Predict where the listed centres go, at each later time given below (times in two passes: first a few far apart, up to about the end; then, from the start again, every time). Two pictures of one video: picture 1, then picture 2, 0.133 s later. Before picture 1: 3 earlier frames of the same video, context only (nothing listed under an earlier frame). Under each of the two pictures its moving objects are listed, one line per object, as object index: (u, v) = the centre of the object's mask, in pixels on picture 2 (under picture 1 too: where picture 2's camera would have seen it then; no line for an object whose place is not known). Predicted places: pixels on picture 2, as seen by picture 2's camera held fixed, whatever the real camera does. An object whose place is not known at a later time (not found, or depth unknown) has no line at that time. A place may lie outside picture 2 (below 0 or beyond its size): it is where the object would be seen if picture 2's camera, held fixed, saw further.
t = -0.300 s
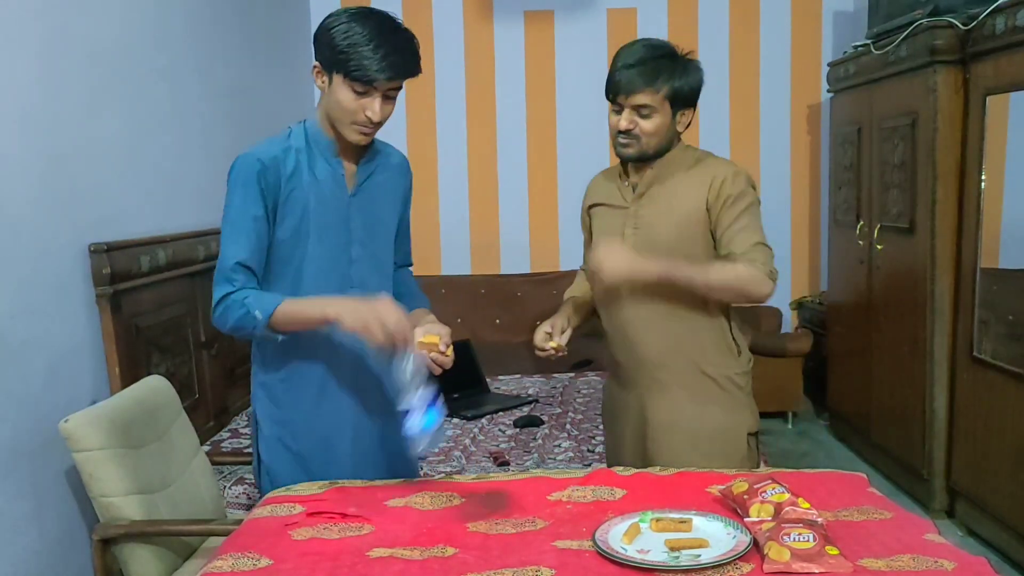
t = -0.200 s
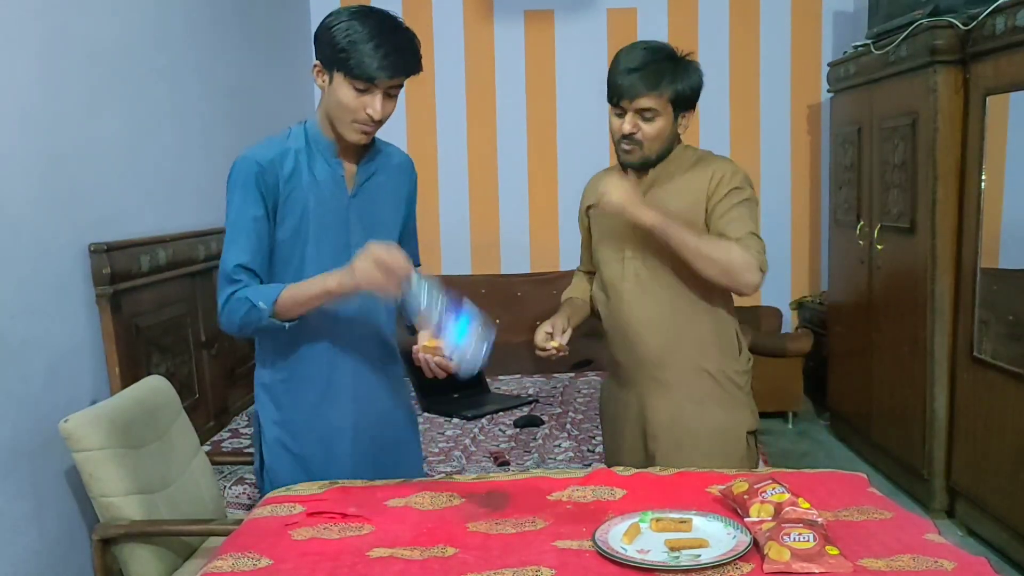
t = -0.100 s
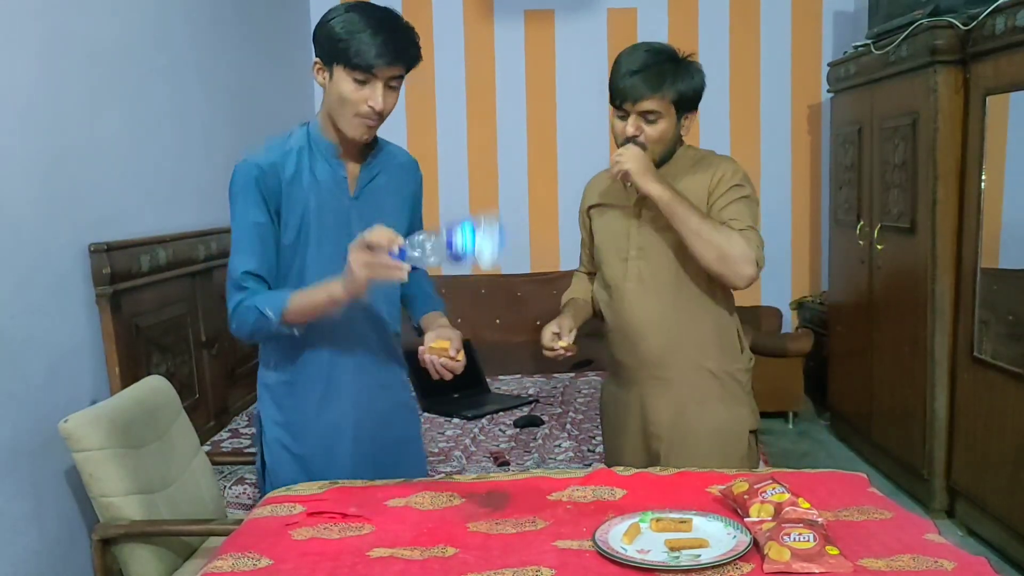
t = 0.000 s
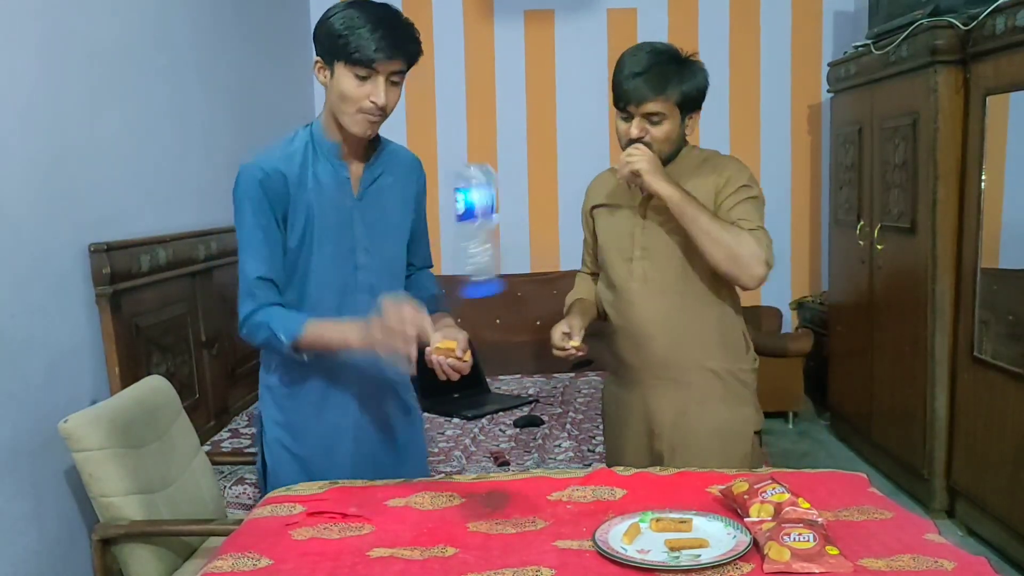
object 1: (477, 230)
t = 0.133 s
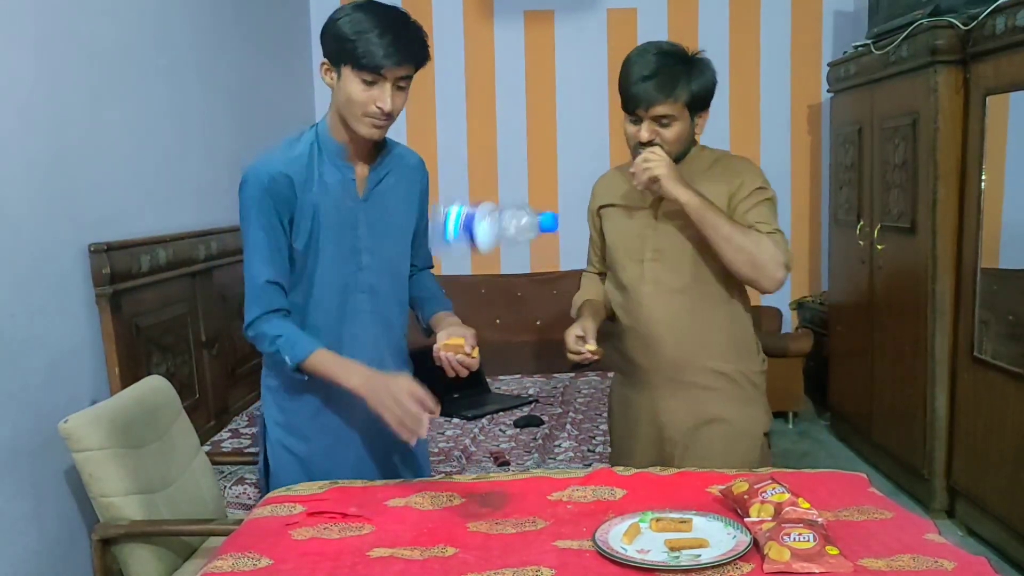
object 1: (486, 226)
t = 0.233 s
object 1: (477, 319)
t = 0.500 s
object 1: (486, 490)
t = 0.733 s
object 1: (535, 523)
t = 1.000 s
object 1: (534, 523)
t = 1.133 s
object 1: (534, 523)
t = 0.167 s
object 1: (479, 249)
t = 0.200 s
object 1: (480, 280)
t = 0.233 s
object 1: (477, 319)
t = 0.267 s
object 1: (479, 358)
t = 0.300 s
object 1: (478, 410)
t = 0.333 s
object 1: (476, 474)
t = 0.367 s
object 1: (477, 492)
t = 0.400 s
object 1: (478, 493)
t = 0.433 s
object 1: (480, 492)
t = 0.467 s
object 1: (482, 491)
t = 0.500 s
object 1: (486, 490)
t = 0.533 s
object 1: (489, 491)
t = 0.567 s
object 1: (494, 491)
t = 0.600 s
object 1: (500, 492)
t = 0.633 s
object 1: (508, 495)
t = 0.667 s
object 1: (518, 499)
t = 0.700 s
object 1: (529, 509)
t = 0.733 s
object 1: (535, 523)
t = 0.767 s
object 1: (534, 523)
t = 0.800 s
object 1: (534, 523)
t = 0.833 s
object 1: (534, 523)
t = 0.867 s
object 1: (534, 523)
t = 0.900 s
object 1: (534, 523)
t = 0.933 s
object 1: (534, 523)
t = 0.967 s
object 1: (534, 523)
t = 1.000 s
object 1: (534, 523)
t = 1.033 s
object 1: (534, 523)
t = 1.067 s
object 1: (534, 523)
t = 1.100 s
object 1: (534, 523)
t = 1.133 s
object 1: (534, 523)
